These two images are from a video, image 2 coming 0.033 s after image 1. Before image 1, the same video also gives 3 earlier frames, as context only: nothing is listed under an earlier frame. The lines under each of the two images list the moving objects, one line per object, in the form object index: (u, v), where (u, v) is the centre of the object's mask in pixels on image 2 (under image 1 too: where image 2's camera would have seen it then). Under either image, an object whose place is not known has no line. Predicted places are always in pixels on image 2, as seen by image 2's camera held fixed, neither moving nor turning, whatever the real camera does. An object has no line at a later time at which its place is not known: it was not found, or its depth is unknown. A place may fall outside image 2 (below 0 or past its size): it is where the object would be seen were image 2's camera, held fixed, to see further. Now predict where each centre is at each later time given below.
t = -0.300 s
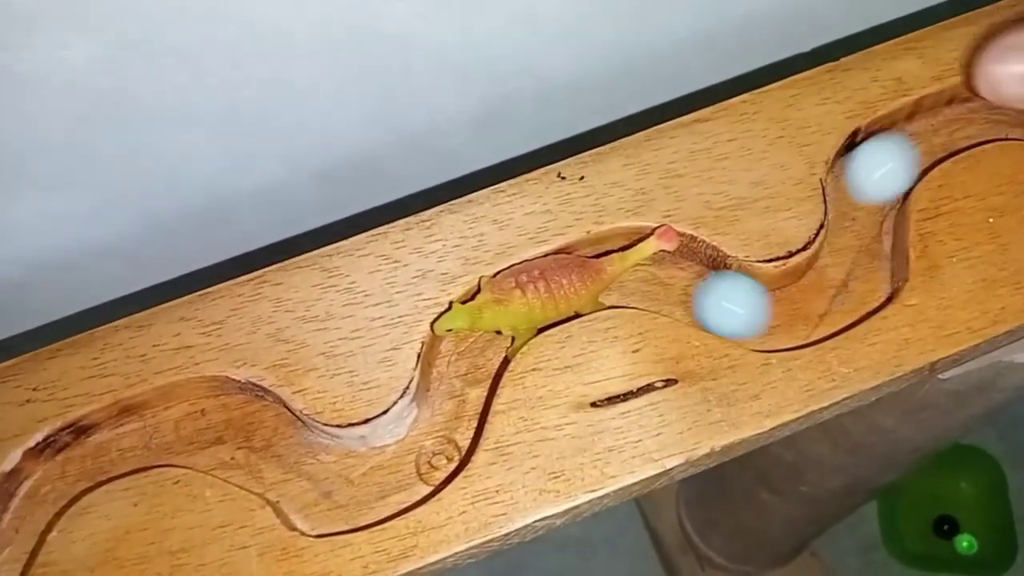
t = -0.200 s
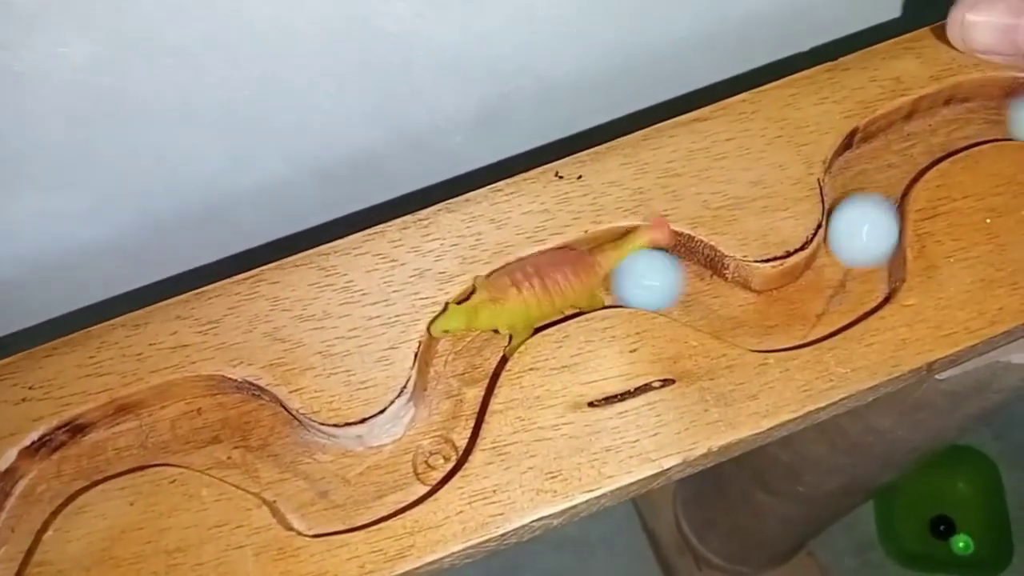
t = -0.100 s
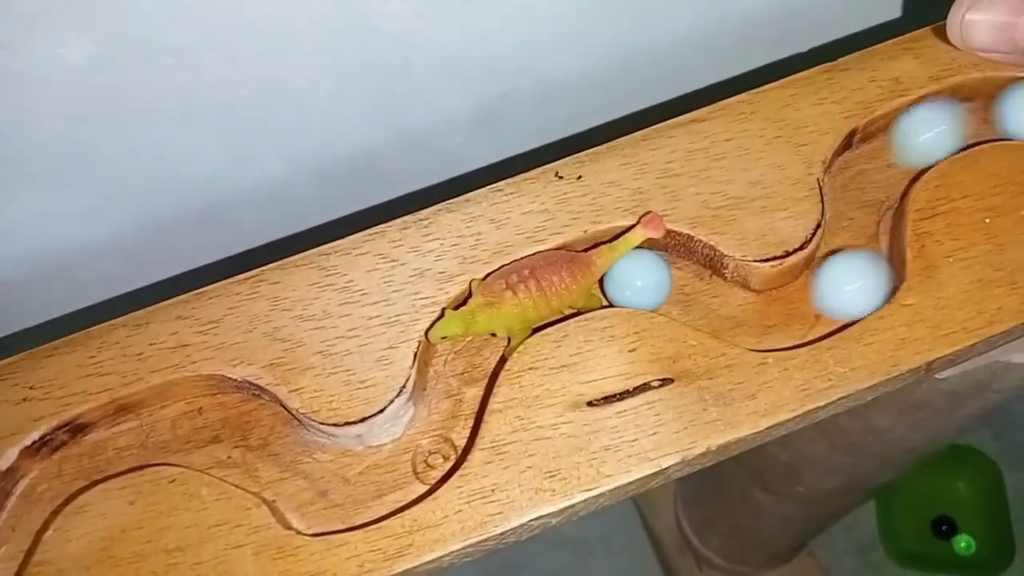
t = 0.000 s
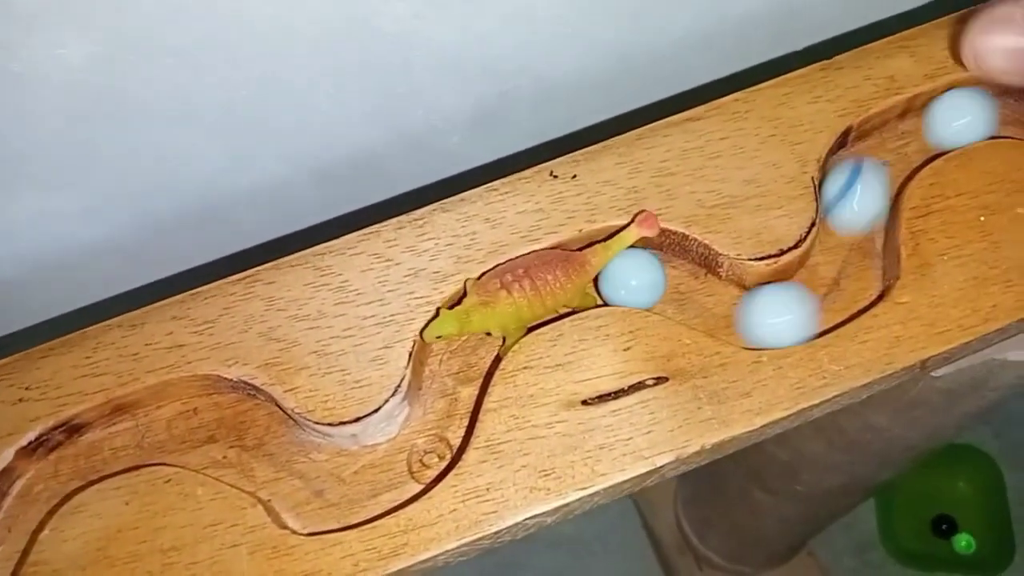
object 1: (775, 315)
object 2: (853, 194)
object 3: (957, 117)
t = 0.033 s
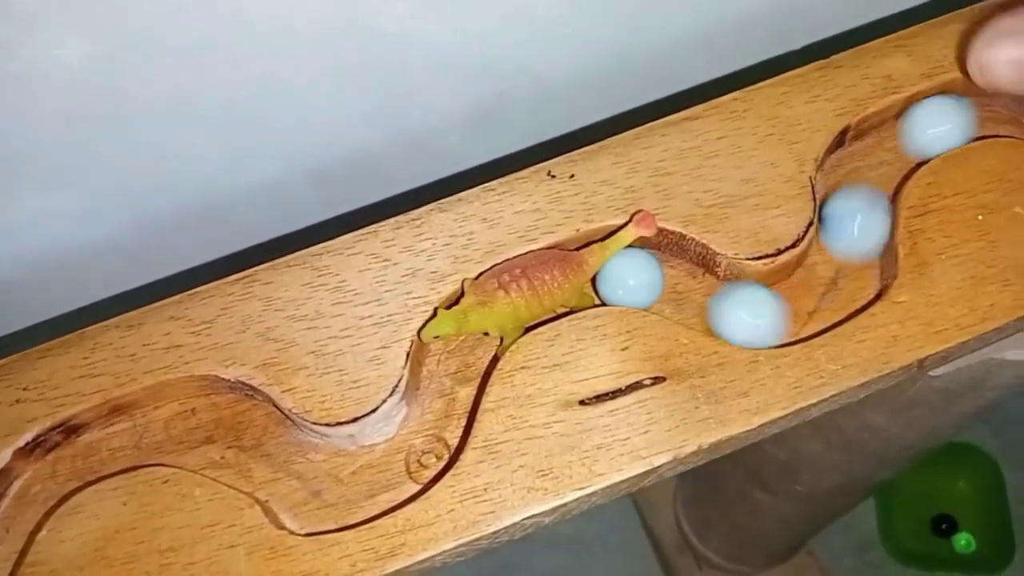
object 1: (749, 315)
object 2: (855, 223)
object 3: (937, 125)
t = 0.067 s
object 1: (728, 303)
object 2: (857, 247)
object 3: (913, 135)
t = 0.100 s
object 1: (705, 290)
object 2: (852, 272)
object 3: (887, 145)
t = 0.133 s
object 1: (694, 284)
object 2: (834, 286)
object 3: (864, 160)
